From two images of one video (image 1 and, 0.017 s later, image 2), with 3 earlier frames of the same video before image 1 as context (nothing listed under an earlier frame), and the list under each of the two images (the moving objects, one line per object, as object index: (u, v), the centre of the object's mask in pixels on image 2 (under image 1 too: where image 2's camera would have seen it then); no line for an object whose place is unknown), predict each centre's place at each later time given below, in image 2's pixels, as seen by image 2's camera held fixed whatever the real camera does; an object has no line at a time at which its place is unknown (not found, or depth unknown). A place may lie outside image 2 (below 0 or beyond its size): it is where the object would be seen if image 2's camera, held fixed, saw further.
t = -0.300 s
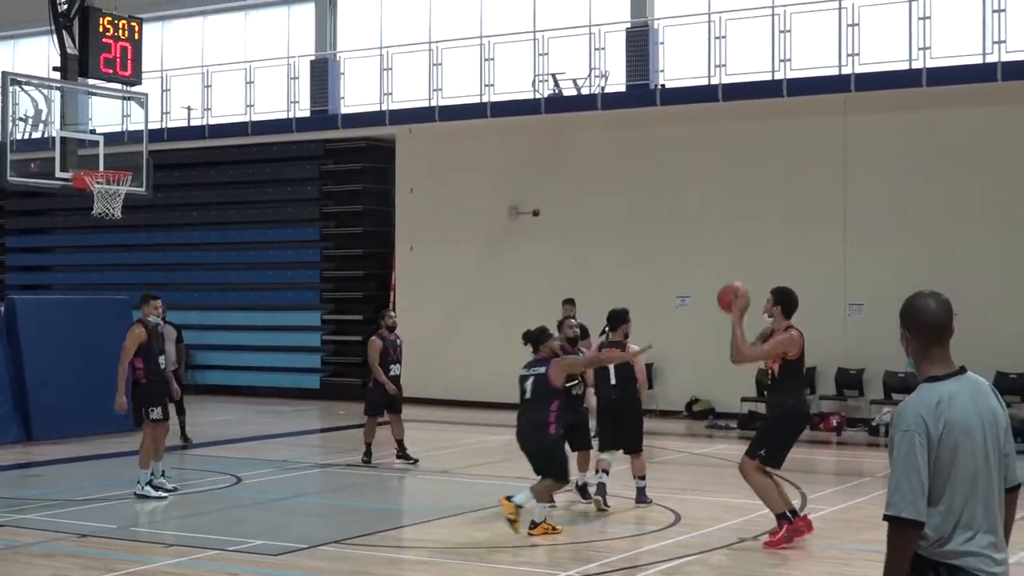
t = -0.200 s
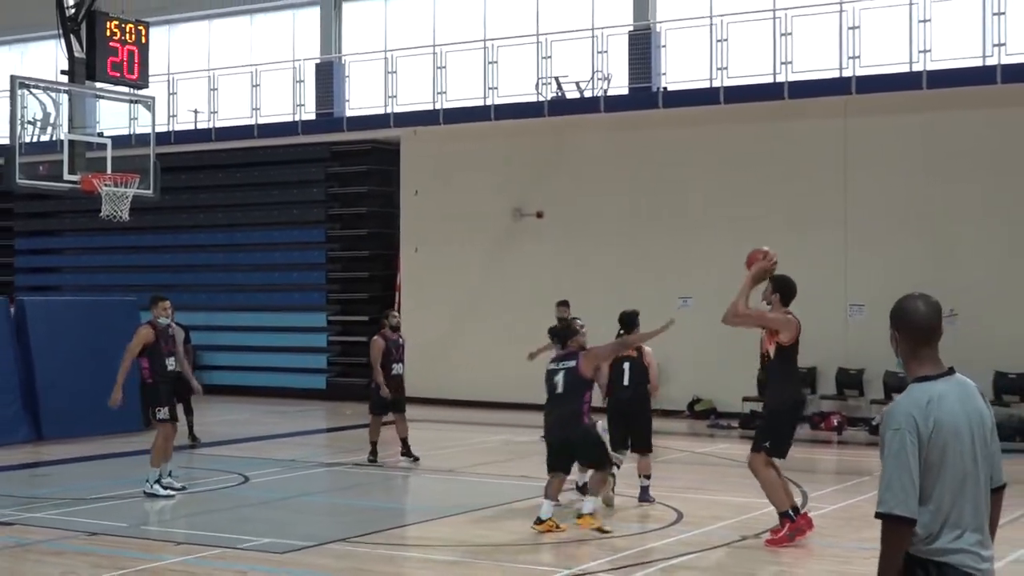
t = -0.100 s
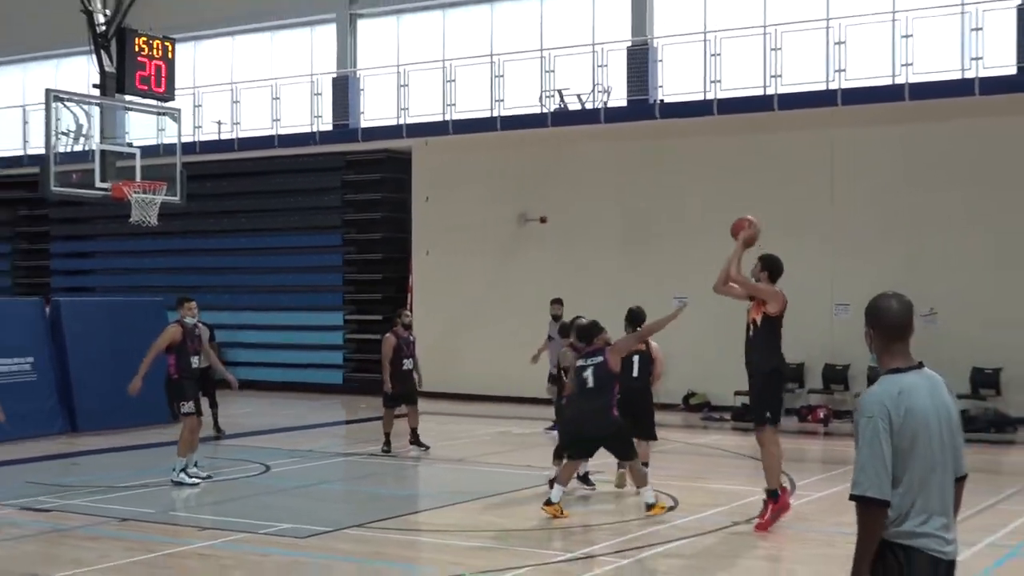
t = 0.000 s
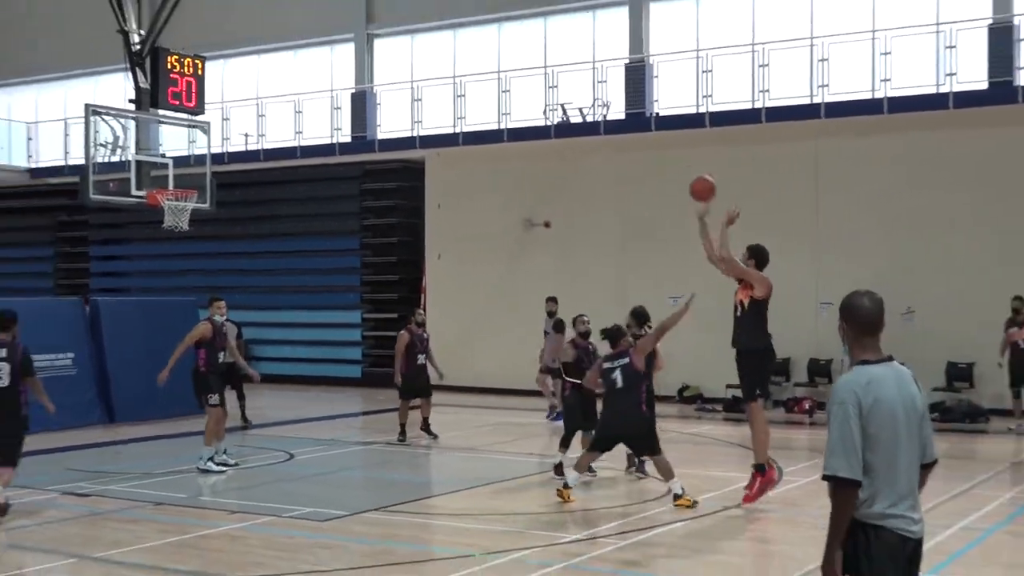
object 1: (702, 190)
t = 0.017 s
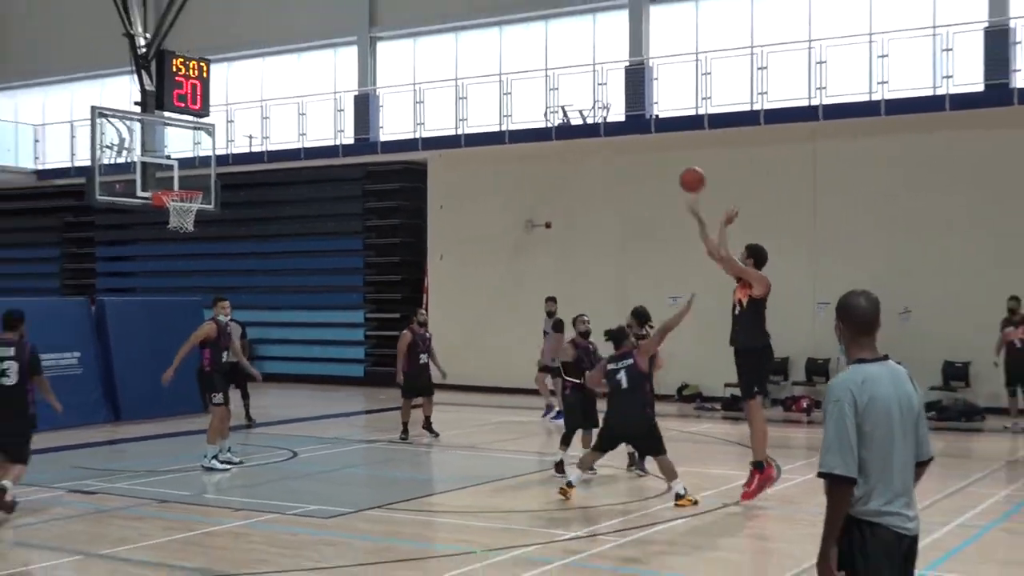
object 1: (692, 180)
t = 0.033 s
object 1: (682, 170)
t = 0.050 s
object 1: (673, 161)
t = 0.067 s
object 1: (663, 152)
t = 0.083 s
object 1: (652, 145)
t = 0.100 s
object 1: (643, 137)
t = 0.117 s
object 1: (631, 131)
